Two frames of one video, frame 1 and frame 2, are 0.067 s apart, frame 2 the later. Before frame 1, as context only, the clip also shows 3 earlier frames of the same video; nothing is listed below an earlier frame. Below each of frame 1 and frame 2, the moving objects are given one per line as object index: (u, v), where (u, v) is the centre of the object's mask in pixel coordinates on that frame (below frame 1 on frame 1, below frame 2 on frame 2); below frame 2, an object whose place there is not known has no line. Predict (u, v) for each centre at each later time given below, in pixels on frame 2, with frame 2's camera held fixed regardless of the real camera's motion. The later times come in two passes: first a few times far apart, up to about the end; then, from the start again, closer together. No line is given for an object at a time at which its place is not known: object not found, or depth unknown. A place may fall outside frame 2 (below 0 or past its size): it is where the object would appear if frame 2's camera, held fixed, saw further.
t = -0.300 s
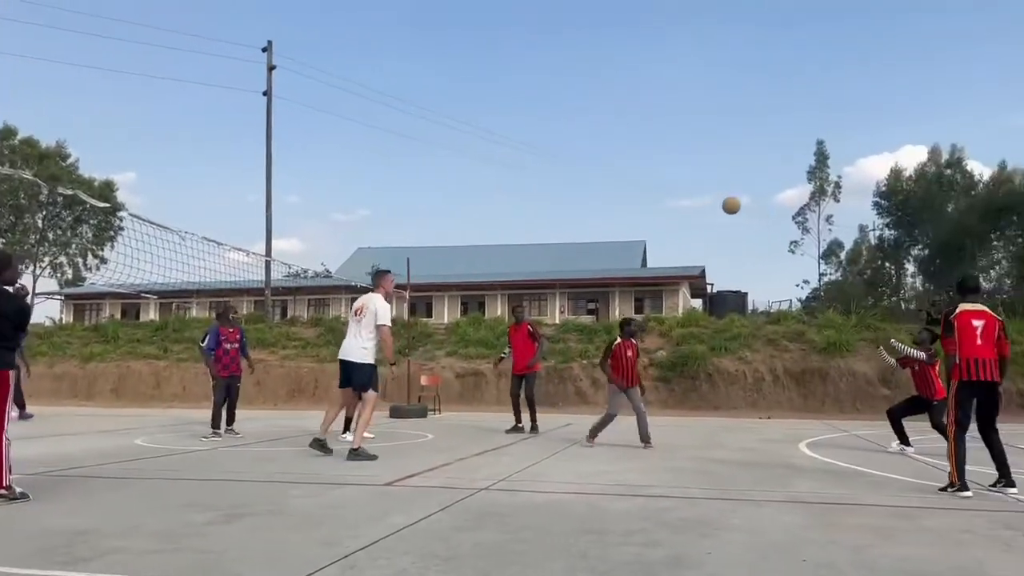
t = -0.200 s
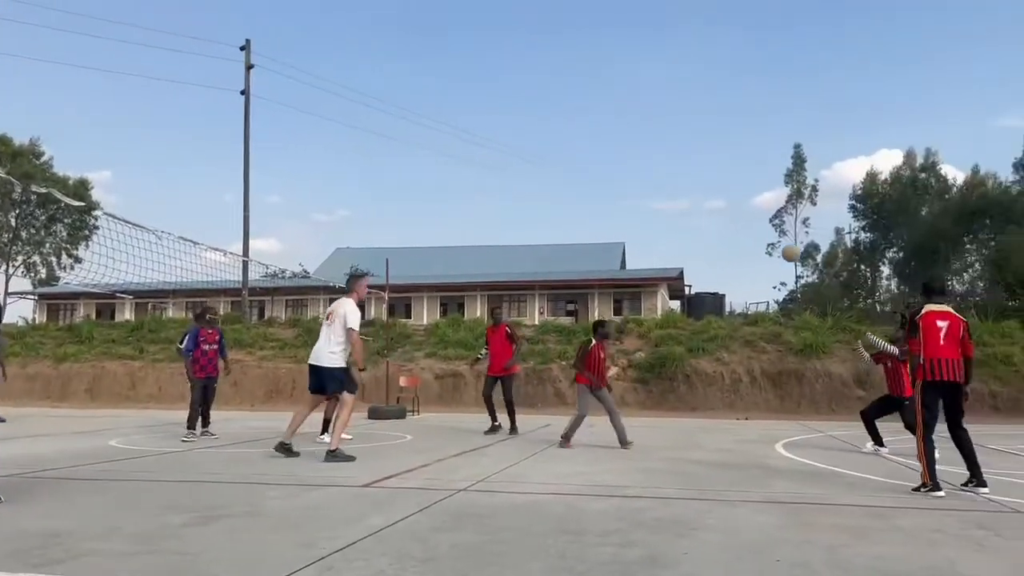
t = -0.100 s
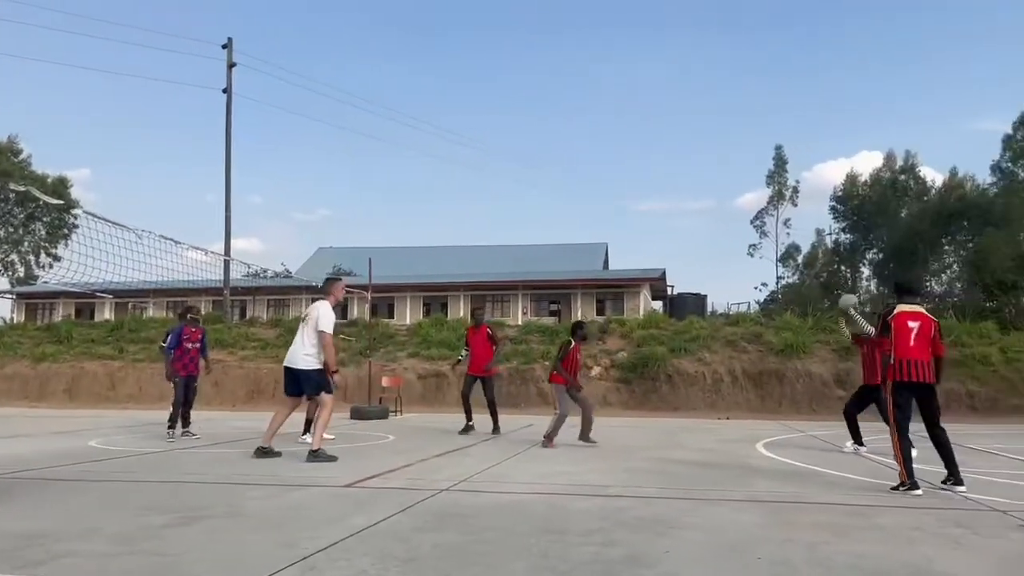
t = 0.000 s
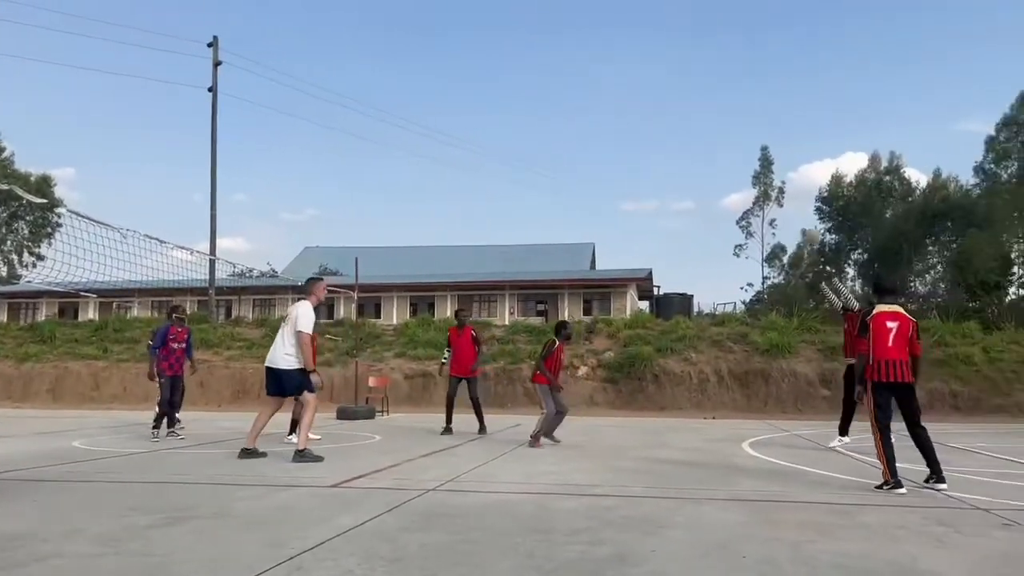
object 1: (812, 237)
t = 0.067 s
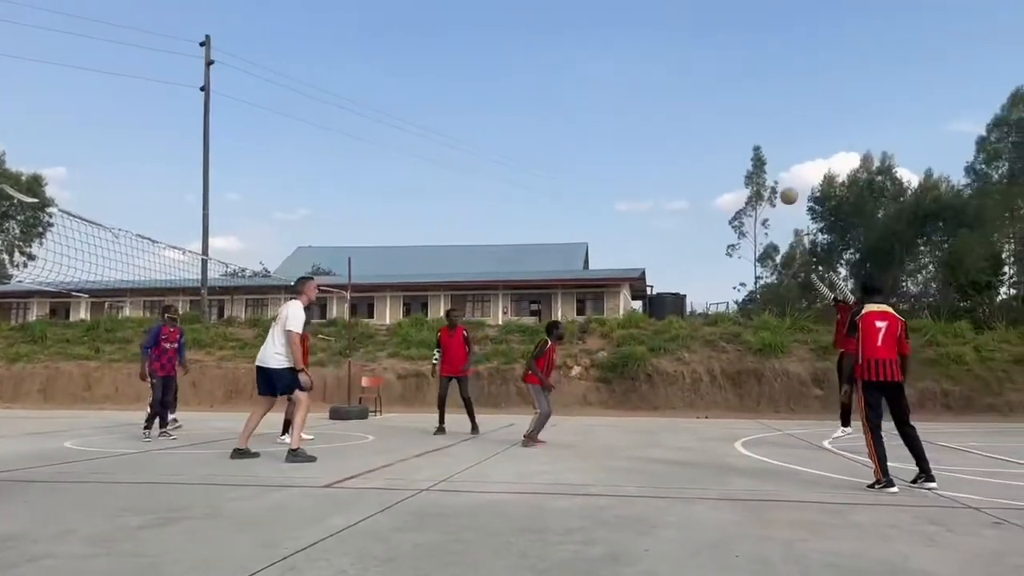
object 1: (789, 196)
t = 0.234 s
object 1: (750, 112)
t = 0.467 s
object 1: (698, 35)
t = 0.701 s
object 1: (649, 8)
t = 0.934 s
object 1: (603, 13)
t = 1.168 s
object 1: (558, 61)
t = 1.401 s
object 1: (514, 154)
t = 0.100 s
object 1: (781, 176)
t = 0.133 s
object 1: (773, 159)
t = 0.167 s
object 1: (765, 142)
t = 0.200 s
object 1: (758, 126)
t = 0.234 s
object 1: (750, 112)
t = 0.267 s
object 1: (742, 98)
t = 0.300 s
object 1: (735, 86)
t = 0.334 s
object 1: (727, 74)
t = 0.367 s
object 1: (720, 63)
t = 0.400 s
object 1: (713, 53)
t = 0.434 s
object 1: (705, 43)
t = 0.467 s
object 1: (698, 35)
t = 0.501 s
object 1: (692, 28)
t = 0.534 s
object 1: (684, 21)
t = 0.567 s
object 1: (678, 15)
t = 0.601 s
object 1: (670, 12)
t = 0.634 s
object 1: (663, 10)
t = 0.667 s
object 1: (656, 9)
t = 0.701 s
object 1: (649, 8)
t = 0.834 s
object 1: (623, 8)
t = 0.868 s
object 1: (616, 9)
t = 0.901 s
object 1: (609, 11)
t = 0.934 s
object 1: (603, 13)
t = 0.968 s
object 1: (597, 16)
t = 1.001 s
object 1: (590, 20)
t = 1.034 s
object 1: (584, 26)
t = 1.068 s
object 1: (577, 34)
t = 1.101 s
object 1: (571, 42)
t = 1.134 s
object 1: (564, 51)
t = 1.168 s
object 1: (558, 61)
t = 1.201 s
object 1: (551, 71)
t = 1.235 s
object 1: (545, 83)
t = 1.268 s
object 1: (539, 95)
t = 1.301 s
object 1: (533, 109)
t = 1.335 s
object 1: (527, 123)
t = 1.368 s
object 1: (521, 138)
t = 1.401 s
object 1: (514, 154)
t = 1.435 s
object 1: (508, 171)
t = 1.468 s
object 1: (502, 188)
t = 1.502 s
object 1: (497, 207)
